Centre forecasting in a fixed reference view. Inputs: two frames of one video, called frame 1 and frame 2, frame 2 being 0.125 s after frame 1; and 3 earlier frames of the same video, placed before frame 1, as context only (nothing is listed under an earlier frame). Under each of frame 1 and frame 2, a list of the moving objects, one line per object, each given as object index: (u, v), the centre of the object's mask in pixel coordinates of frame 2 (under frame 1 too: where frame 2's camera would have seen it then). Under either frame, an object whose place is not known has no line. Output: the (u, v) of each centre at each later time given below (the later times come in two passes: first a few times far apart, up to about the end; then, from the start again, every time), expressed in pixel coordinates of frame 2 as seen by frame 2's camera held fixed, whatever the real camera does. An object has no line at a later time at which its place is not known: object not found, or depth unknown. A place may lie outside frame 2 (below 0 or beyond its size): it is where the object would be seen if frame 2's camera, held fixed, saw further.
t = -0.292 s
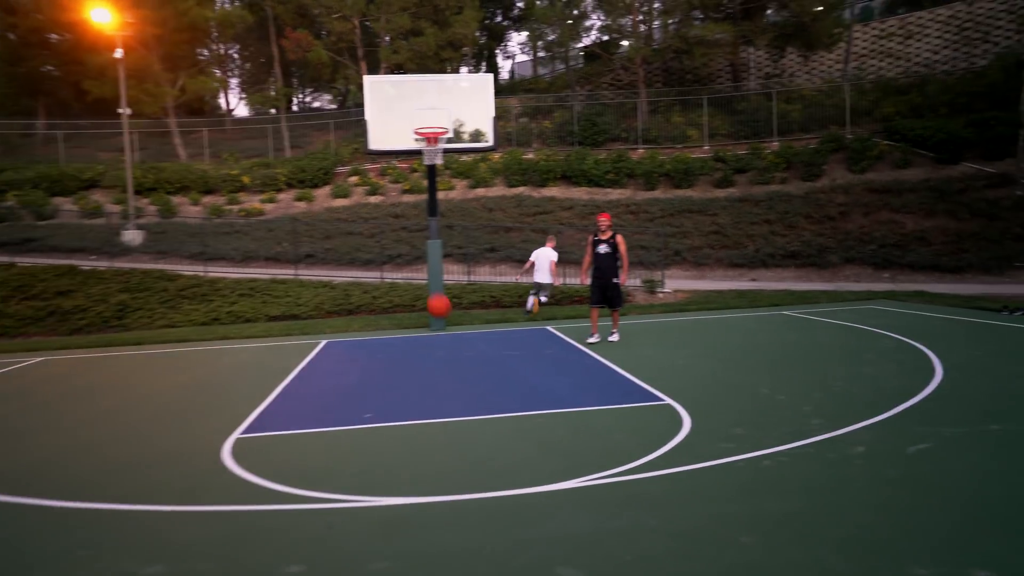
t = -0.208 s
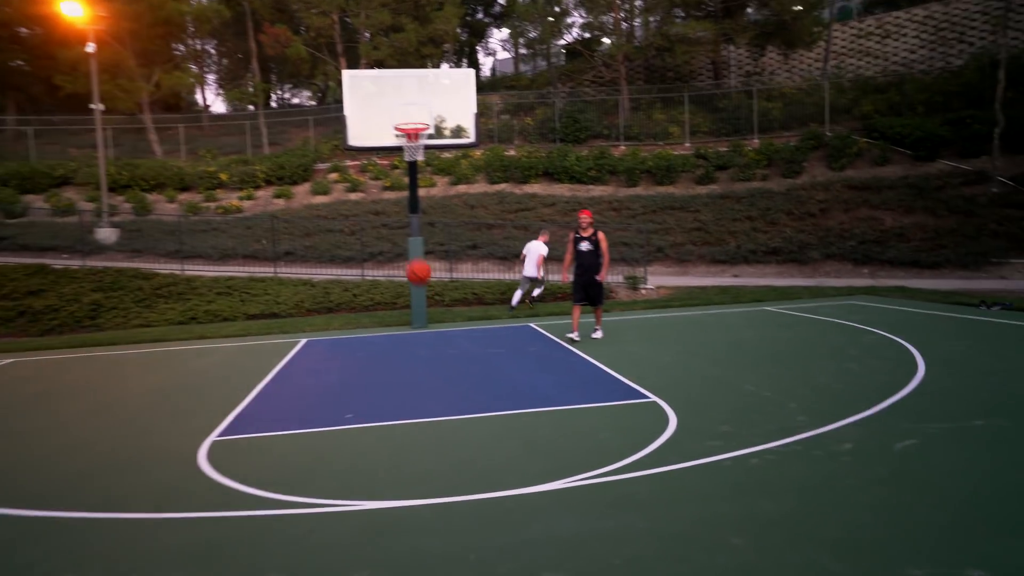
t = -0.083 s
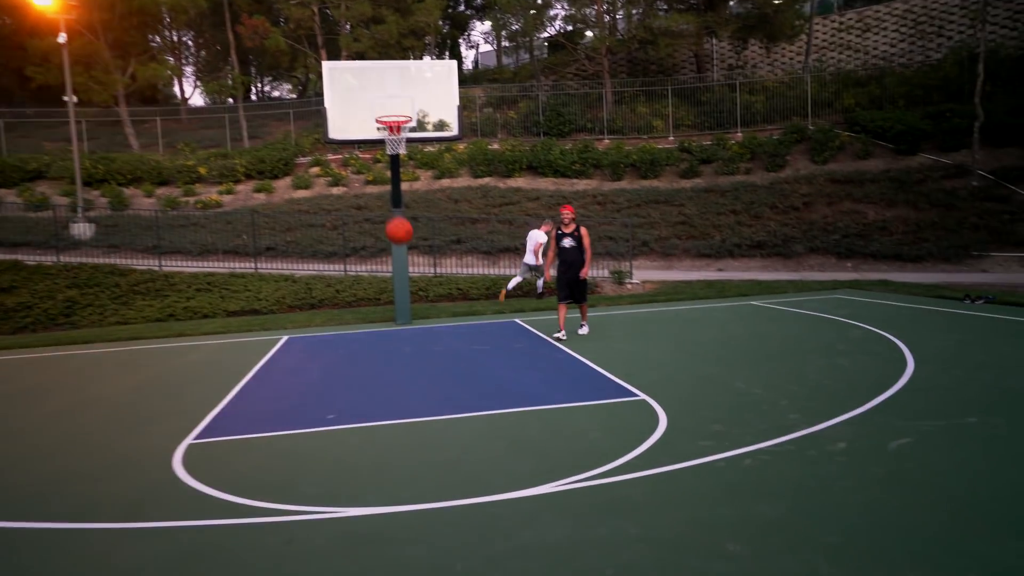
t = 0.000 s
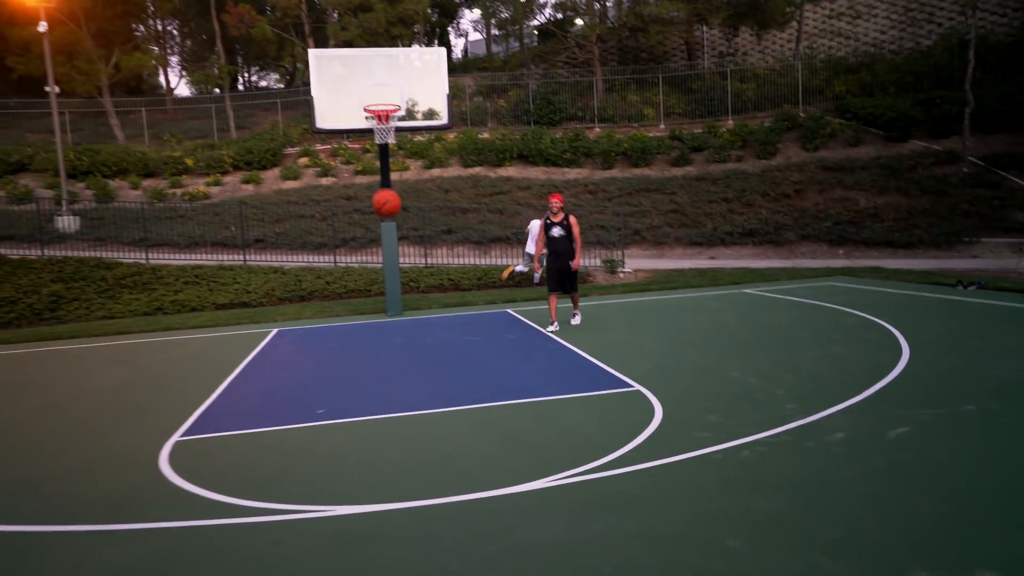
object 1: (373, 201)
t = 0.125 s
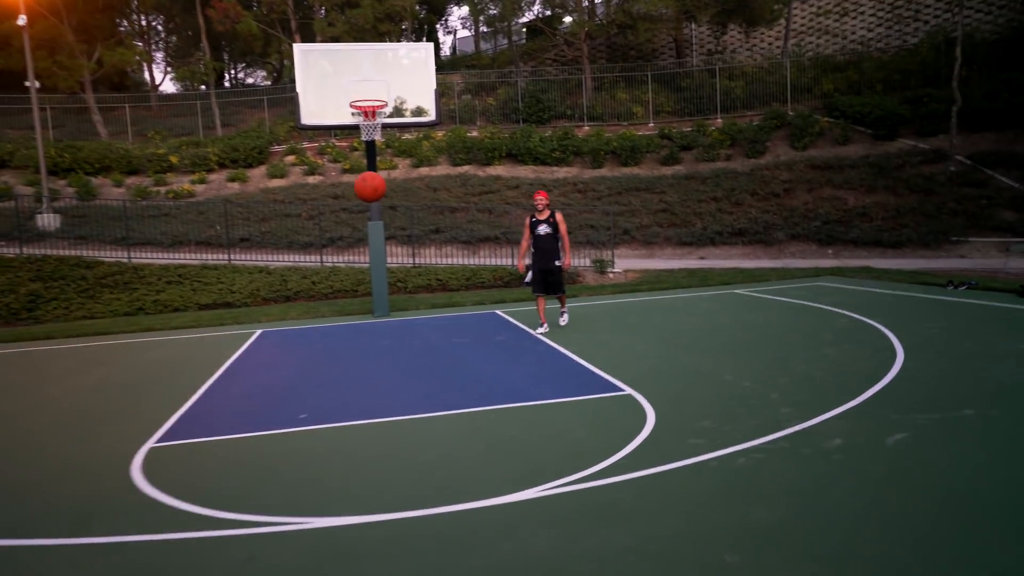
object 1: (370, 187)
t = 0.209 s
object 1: (368, 187)
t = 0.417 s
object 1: (361, 234)
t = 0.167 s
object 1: (369, 186)
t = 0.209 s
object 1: (368, 187)
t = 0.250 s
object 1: (367, 190)
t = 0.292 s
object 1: (365, 196)
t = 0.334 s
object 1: (363, 205)
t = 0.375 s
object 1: (362, 218)
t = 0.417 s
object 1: (361, 234)
